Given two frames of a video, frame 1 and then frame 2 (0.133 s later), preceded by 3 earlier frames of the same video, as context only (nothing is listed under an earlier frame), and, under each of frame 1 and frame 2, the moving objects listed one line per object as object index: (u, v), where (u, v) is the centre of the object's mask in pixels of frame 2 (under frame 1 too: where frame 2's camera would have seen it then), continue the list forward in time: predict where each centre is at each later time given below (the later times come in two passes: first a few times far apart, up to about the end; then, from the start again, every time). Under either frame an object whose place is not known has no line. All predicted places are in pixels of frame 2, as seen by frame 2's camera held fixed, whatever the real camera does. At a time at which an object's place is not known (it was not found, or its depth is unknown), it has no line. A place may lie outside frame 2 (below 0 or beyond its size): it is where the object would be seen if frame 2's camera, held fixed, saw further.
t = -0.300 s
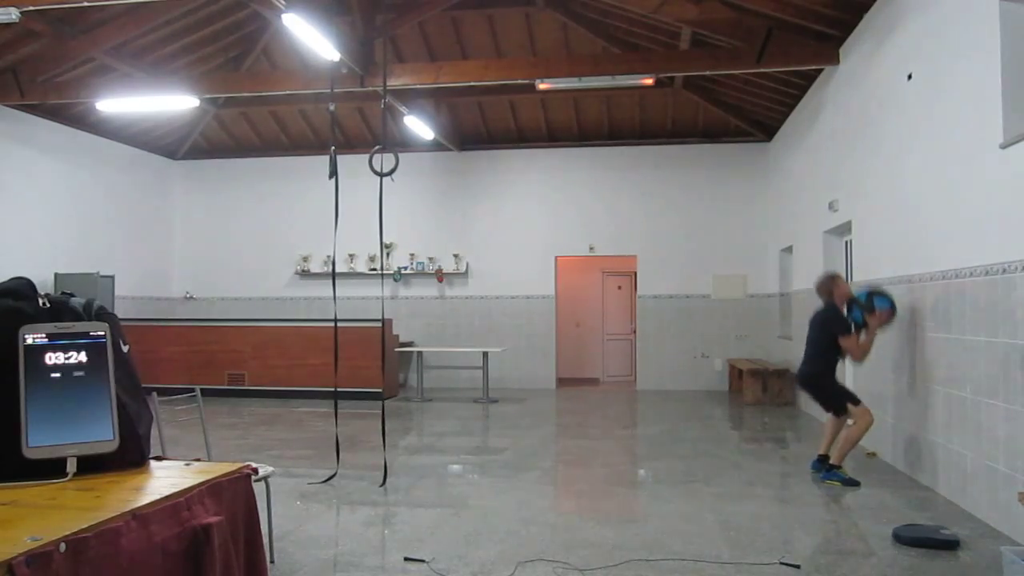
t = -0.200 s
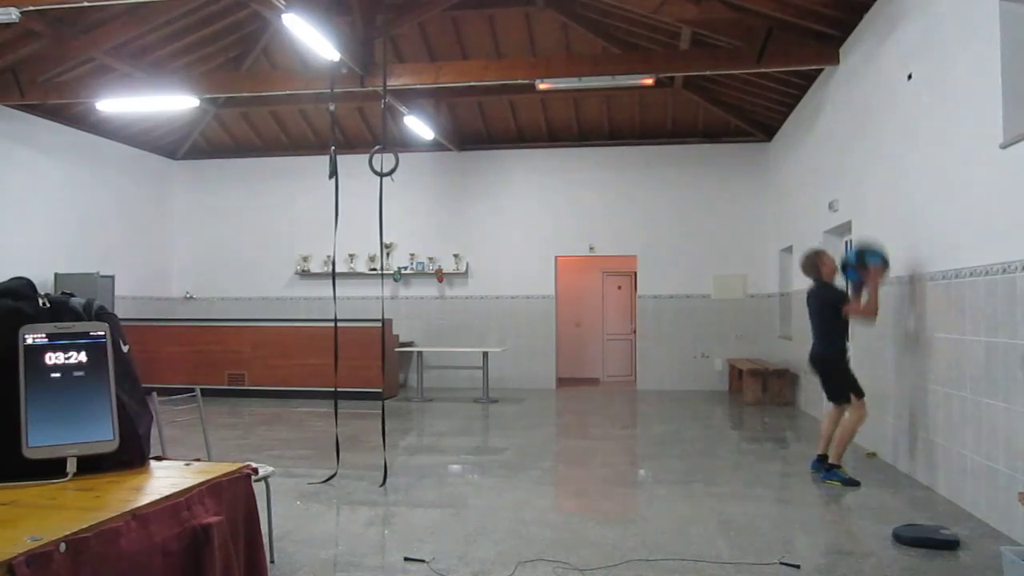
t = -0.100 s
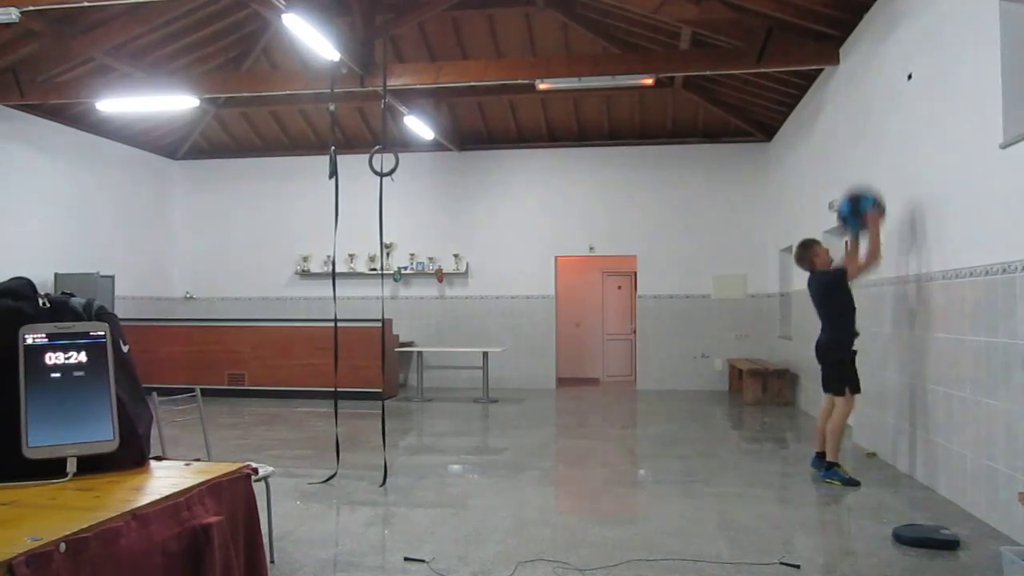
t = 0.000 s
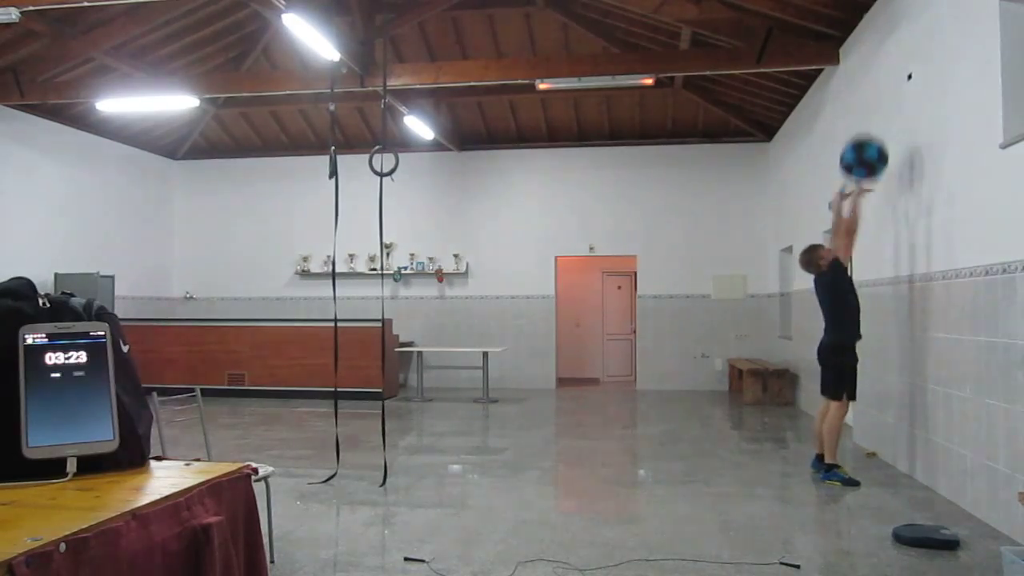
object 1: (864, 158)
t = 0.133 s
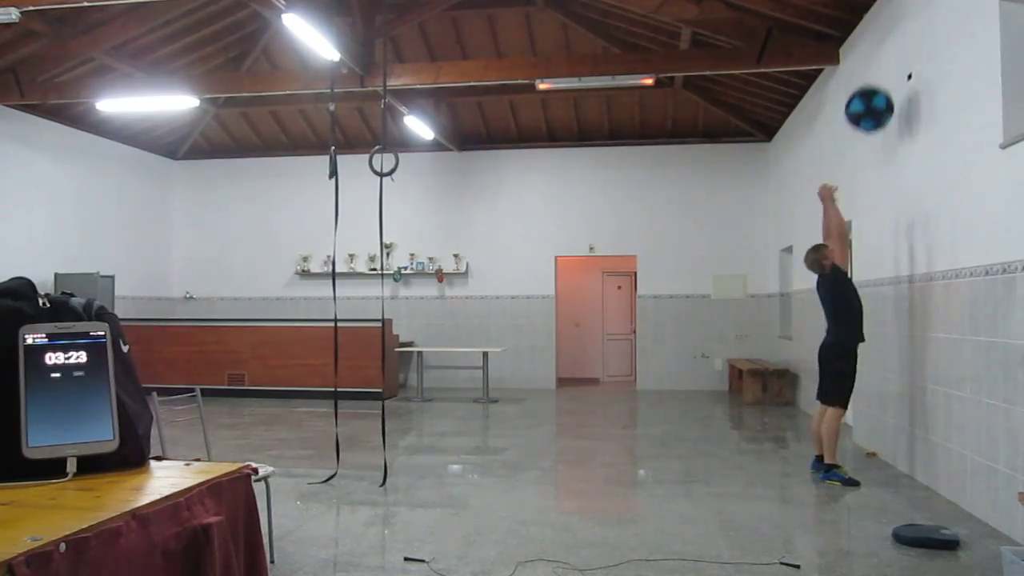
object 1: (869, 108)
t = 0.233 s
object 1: (873, 86)
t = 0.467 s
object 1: (885, 82)
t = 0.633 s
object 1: (885, 114)
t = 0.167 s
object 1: (871, 99)
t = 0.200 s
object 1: (872, 92)
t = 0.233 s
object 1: (873, 86)
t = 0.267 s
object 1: (875, 81)
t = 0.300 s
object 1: (876, 77)
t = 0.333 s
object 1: (878, 76)
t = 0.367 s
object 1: (879, 75)
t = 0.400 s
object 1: (881, 76)
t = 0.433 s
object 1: (883, 78)
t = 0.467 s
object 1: (885, 82)
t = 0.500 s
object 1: (887, 86)
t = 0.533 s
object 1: (887, 91)
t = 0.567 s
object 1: (887, 98)
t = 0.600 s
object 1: (886, 105)
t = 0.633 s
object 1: (885, 114)
